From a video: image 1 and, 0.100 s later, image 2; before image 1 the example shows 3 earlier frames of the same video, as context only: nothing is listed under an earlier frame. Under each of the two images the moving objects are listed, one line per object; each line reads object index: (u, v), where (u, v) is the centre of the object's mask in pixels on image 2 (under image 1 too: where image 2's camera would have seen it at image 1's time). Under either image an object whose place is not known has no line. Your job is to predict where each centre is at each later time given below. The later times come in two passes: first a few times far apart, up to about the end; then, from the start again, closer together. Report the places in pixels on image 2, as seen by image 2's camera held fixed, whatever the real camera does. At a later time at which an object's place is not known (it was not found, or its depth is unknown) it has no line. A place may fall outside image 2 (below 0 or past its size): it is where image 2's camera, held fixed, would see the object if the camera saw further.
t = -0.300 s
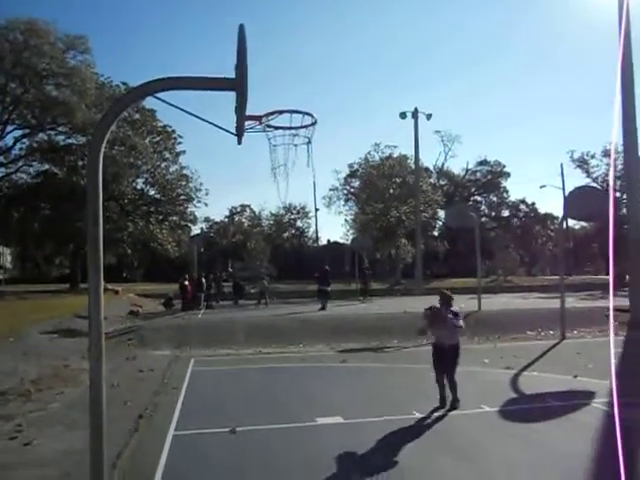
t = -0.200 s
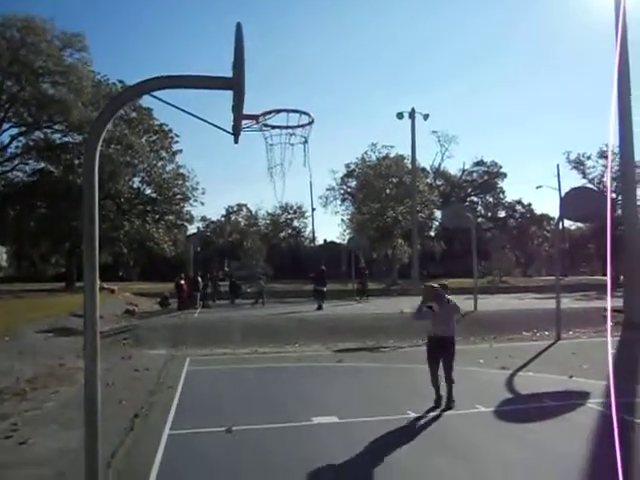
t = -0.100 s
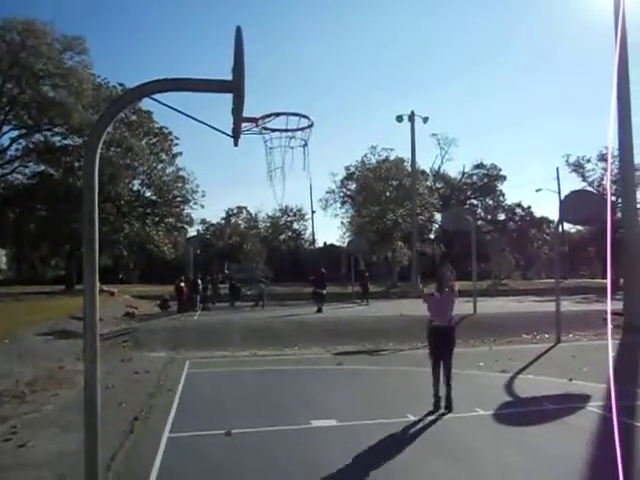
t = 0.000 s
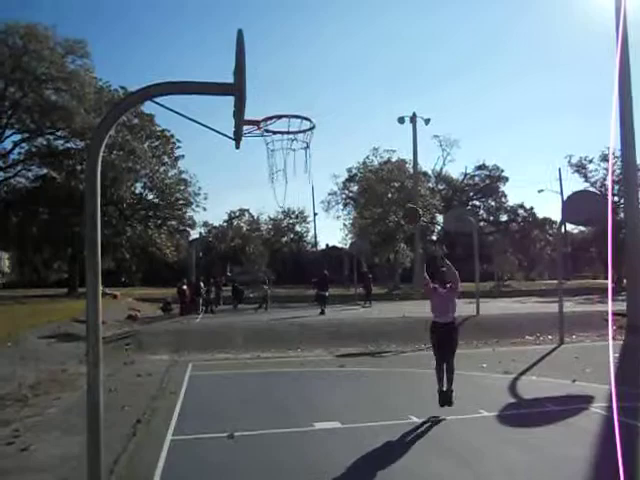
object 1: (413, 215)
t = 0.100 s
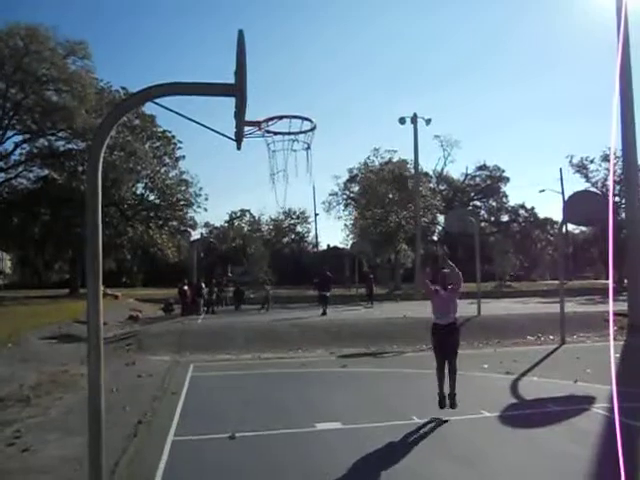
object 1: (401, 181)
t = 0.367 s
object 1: (360, 118)
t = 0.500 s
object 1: (338, 106)
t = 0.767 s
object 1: (296, 106)
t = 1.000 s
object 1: (277, 105)
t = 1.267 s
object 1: (282, 107)
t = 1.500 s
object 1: (297, 143)
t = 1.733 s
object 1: (300, 197)
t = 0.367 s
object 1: (360, 118)
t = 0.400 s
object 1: (354, 113)
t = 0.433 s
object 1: (349, 110)
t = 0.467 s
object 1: (344, 108)
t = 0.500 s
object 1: (338, 106)
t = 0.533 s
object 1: (332, 106)
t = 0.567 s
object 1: (325, 107)
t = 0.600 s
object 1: (320, 108)
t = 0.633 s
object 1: (314, 111)
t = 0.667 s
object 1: (308, 113)
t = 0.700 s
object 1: (304, 109)
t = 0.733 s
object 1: (300, 107)
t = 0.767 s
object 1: (296, 106)
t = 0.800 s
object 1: (292, 106)
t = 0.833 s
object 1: (288, 108)
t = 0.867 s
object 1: (285, 108)
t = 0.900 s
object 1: (283, 105)
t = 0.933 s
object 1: (281, 104)
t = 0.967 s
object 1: (279, 104)
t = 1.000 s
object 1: (277, 105)
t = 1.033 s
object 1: (275, 107)
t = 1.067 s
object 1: (273, 111)
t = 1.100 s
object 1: (271, 115)
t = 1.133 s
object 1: (274, 110)
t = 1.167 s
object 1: (275, 108)
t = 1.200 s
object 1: (278, 106)
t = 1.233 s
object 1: (280, 106)
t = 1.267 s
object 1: (282, 107)
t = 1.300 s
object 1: (284, 109)
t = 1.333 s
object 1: (287, 113)
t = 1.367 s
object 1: (289, 118)
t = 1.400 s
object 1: (290, 124)
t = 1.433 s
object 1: (293, 132)
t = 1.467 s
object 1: (295, 138)
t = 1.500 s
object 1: (297, 143)
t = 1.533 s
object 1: (298, 147)
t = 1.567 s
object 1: (298, 153)
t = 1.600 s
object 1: (298, 159)
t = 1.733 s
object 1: (300, 197)
